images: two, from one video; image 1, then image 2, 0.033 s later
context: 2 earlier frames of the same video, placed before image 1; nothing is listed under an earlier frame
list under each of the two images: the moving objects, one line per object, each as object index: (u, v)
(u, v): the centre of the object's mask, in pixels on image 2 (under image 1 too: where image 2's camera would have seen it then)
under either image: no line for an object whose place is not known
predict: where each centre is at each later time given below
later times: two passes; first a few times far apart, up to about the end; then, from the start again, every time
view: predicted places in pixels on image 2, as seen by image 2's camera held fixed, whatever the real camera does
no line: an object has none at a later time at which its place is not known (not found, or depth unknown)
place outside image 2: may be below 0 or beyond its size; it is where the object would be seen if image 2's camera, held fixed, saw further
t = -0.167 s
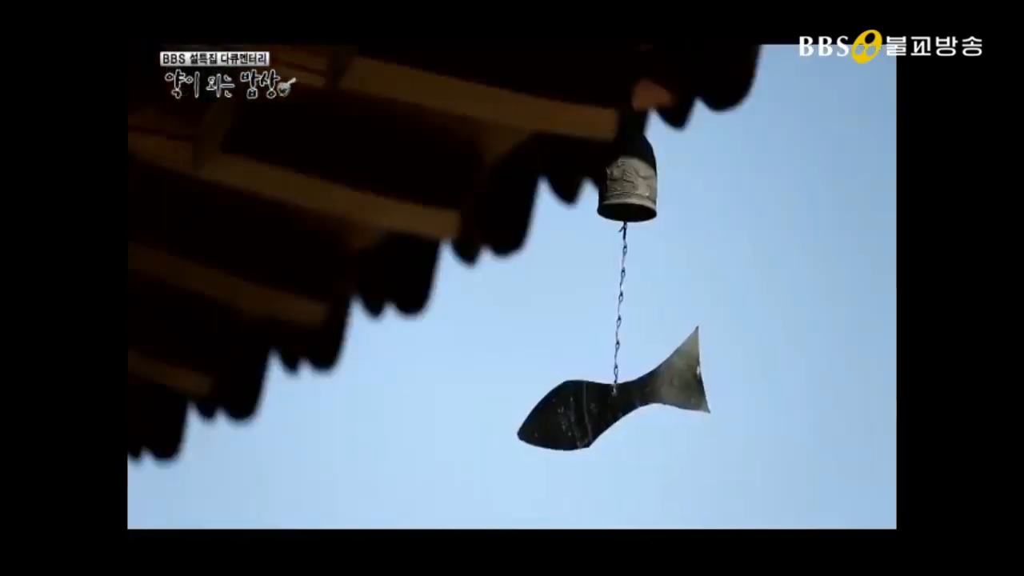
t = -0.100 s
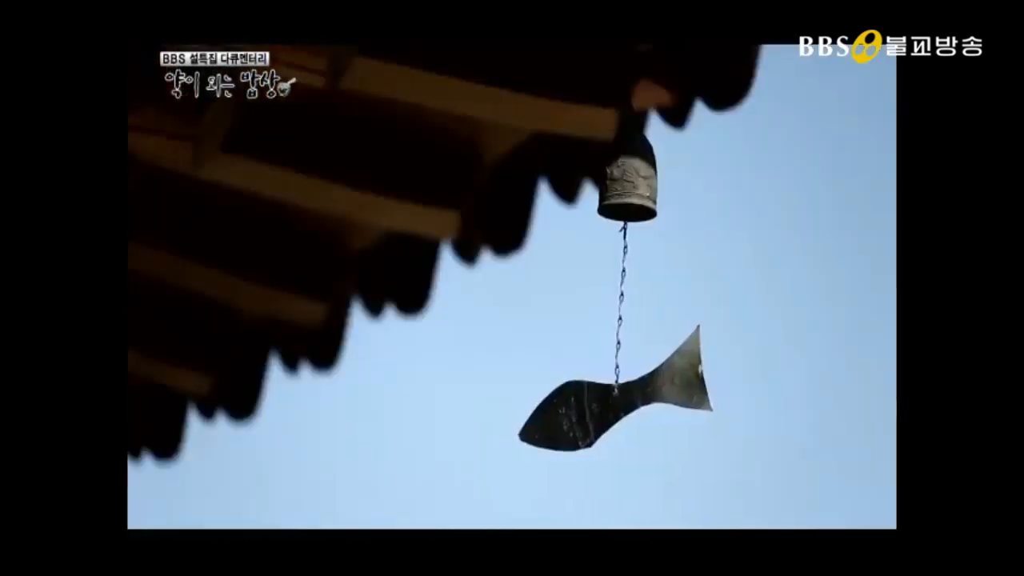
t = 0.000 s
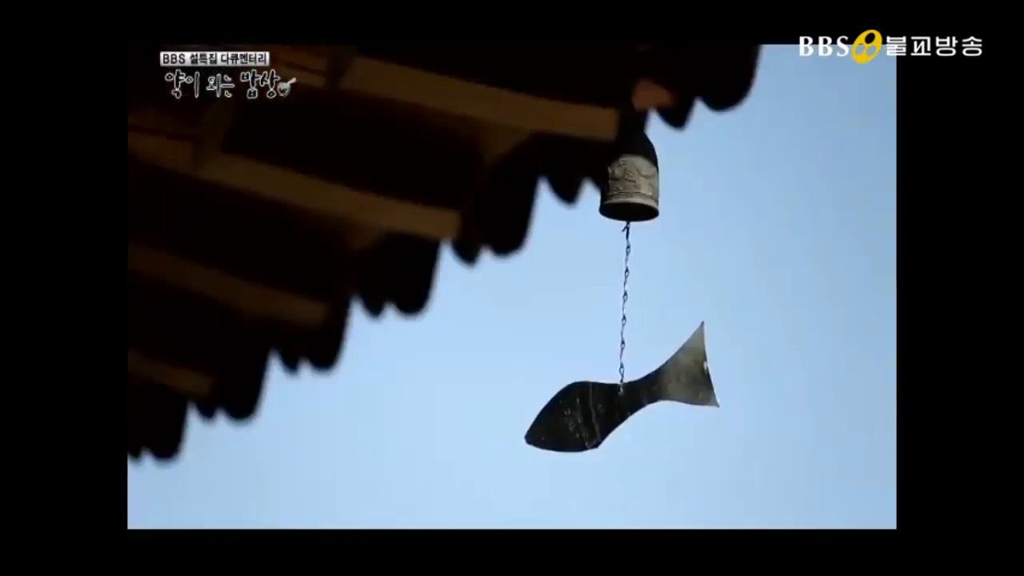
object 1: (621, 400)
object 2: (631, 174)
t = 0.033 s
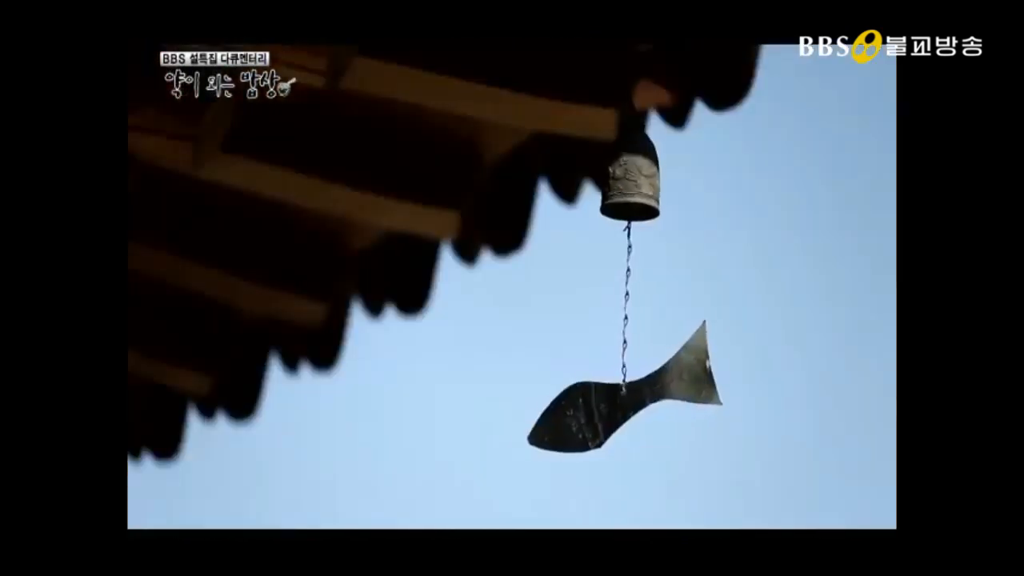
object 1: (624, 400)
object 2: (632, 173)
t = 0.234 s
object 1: (642, 397)
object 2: (637, 171)
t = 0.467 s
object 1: (654, 393)
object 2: (643, 169)
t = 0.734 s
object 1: (643, 394)
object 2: (641, 170)
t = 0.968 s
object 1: (624, 399)
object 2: (633, 173)
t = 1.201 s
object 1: (618, 402)
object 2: (629, 174)
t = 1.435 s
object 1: (627, 401)
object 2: (633, 174)
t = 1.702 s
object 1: (648, 397)
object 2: (641, 171)
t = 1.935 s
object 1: (654, 394)
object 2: (643, 170)
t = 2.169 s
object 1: (640, 394)
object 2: (638, 171)
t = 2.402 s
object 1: (621, 399)
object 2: (632, 174)
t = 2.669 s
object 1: (616, 403)
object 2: (630, 176)
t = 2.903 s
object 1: (632, 402)
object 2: (635, 175)
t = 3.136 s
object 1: (651, 397)
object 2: (640, 172)
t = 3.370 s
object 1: (652, 393)
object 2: (642, 170)
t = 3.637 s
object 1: (635, 397)
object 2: (637, 172)
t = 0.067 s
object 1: (627, 400)
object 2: (633, 173)
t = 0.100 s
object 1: (630, 399)
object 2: (634, 173)
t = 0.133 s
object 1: (633, 398)
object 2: (635, 173)
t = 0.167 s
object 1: (636, 398)
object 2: (635, 172)
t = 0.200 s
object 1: (639, 397)
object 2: (636, 172)
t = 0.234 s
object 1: (642, 397)
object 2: (637, 171)
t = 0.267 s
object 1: (645, 396)
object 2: (638, 171)
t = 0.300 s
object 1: (647, 395)
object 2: (639, 170)
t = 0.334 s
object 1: (650, 395)
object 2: (640, 170)
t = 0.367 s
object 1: (651, 394)
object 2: (641, 170)
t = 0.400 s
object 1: (653, 394)
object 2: (642, 169)
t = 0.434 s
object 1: (654, 393)
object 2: (642, 169)
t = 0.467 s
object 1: (654, 393)
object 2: (643, 169)
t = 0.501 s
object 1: (654, 393)
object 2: (643, 169)
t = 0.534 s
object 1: (654, 393)
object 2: (643, 169)
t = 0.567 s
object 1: (653, 393)
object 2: (643, 169)
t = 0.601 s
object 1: (652, 393)
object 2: (643, 169)
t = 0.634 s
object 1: (650, 393)
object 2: (643, 169)
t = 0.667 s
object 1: (648, 393)
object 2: (642, 169)
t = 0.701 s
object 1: (645, 394)
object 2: (642, 170)
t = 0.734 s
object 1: (643, 394)
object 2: (641, 170)
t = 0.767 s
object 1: (640, 395)
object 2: (640, 171)
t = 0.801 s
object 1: (637, 395)
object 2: (639, 171)
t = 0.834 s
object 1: (634, 396)
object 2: (638, 171)
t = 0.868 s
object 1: (631, 397)
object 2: (636, 172)
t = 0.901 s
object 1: (629, 397)
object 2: (635, 172)
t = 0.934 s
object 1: (626, 398)
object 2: (634, 173)
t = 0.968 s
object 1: (624, 399)
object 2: (633, 173)
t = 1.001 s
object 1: (622, 399)
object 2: (632, 174)
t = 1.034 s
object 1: (621, 400)
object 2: (631, 174)
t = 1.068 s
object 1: (619, 401)
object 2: (631, 174)
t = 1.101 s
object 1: (618, 401)
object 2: (630, 174)
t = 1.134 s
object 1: (618, 402)
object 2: (629, 174)
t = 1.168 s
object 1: (618, 402)
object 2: (629, 174)
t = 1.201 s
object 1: (618, 402)
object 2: (629, 174)
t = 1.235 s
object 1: (618, 402)
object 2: (629, 174)
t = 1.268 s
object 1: (619, 402)
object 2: (629, 174)
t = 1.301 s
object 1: (620, 402)
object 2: (630, 174)
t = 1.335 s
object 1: (621, 402)
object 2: (630, 174)
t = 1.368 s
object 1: (623, 402)
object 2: (631, 174)
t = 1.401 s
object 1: (625, 402)
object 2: (632, 174)
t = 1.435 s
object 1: (627, 401)
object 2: (633, 174)
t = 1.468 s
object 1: (629, 401)
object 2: (634, 173)
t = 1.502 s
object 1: (632, 400)
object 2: (635, 173)
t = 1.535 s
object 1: (635, 400)
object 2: (636, 173)
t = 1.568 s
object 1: (637, 399)
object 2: (637, 172)
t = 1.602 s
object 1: (640, 398)
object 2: (638, 172)
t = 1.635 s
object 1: (643, 398)
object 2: (639, 172)
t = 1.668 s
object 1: (645, 397)
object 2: (640, 171)
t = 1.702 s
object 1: (648, 397)
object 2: (641, 171)
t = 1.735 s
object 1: (650, 396)
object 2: (642, 170)
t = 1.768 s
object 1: (652, 395)
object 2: (642, 170)
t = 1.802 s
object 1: (653, 395)
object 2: (643, 170)
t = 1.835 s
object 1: (654, 395)
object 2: (643, 170)
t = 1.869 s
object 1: (655, 394)
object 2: (643, 170)
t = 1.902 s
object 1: (655, 394)
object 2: (643, 170)
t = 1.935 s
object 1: (654, 394)
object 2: (643, 170)
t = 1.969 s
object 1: (654, 393)
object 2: (643, 170)
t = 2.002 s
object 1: (652, 393)
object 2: (642, 170)
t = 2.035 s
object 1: (650, 393)
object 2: (642, 170)
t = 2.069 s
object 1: (648, 393)
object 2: (641, 170)
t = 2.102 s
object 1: (646, 393)
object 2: (640, 170)
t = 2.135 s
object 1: (643, 394)
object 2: (639, 171)
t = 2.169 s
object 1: (640, 394)
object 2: (638, 171)
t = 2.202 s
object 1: (637, 395)
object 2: (637, 171)
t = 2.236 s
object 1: (634, 395)
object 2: (636, 172)
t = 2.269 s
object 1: (631, 396)
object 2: (635, 172)
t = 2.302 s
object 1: (628, 397)
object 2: (634, 173)
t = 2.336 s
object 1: (626, 398)
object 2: (633, 174)
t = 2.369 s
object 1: (623, 398)
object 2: (632, 174)
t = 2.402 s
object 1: (621, 399)
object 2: (632, 174)
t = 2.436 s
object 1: (618, 400)
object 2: (631, 175)
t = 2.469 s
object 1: (617, 400)
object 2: (630, 175)
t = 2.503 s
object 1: (615, 401)
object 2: (630, 175)
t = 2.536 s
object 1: (615, 401)
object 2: (630, 176)
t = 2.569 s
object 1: (614, 402)
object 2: (629, 176)
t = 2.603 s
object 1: (614, 402)
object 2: (629, 176)
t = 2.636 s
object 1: (615, 402)
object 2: (629, 176)
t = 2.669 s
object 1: (616, 403)
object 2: (630, 176)
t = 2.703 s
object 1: (617, 403)
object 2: (630, 176)
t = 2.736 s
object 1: (619, 403)
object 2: (631, 176)
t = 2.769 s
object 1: (621, 403)
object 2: (631, 176)
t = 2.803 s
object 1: (623, 403)
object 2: (632, 175)
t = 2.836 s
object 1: (626, 403)
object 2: (633, 175)
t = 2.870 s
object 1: (629, 403)
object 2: (634, 175)
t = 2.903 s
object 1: (632, 402)
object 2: (635, 175)
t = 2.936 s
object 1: (635, 402)
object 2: (635, 174)
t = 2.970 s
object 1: (638, 401)
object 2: (636, 174)
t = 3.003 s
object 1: (641, 401)
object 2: (637, 173)
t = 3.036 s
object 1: (644, 400)
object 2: (638, 173)
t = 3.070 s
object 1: (647, 399)
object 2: (639, 172)
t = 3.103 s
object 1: (649, 398)
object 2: (640, 172)
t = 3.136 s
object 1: (651, 397)
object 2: (640, 172)
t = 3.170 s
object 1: (652, 397)
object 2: (641, 171)
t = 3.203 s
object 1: (653, 396)
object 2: (642, 171)
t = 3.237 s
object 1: (654, 395)
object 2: (642, 171)
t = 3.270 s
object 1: (654, 394)
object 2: (642, 170)
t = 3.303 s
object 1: (654, 394)
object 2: (643, 170)
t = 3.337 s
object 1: (653, 393)
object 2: (643, 170)
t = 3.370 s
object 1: (652, 393)
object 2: (642, 170)
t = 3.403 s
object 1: (651, 393)
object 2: (642, 170)
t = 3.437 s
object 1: (649, 393)
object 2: (642, 170)
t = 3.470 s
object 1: (647, 393)
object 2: (641, 170)
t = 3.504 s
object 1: (645, 394)
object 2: (641, 170)
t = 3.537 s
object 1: (642, 394)
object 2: (640, 170)
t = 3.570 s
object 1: (640, 395)
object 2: (639, 171)
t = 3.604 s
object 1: (638, 396)
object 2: (638, 171)
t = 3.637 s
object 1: (635, 397)
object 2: (637, 172)
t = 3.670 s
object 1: (633, 398)
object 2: (636, 172)
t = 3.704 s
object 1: (631, 398)
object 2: (635, 172)
